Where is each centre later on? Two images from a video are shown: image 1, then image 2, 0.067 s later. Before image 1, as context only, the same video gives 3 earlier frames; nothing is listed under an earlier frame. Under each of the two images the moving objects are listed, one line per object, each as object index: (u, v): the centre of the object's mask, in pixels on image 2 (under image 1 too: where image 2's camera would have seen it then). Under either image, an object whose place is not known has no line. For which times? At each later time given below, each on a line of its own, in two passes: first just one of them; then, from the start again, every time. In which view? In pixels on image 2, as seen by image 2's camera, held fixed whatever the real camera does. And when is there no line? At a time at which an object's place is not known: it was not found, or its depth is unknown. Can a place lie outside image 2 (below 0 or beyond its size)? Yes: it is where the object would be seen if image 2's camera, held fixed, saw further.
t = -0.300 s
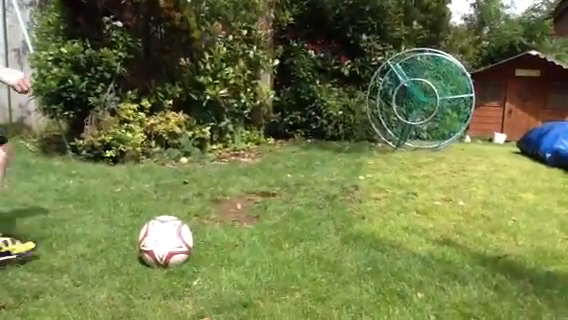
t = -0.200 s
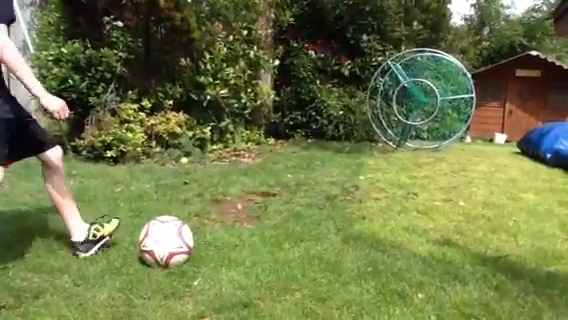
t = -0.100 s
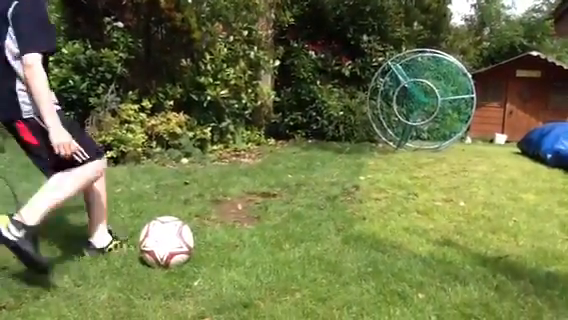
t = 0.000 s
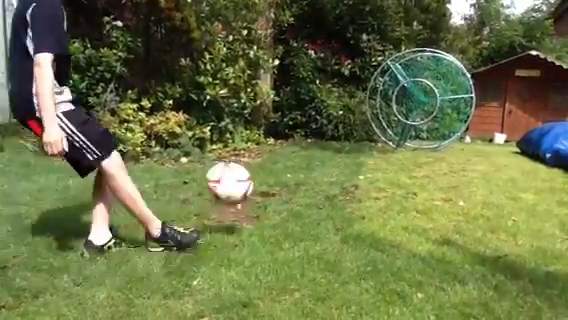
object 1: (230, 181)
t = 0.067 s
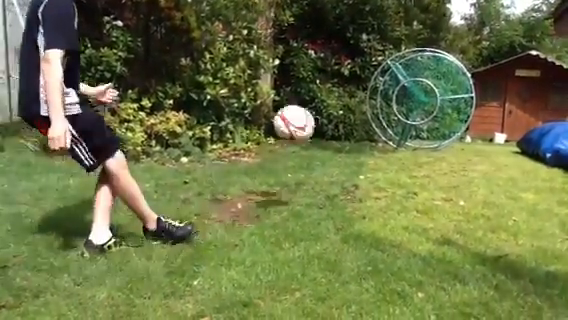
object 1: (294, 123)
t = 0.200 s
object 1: (381, 60)
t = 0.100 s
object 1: (319, 102)
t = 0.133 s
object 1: (343, 83)
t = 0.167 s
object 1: (362, 70)
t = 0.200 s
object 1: (381, 60)
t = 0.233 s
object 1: (397, 50)
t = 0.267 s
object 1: (411, 45)
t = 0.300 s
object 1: (418, 41)
